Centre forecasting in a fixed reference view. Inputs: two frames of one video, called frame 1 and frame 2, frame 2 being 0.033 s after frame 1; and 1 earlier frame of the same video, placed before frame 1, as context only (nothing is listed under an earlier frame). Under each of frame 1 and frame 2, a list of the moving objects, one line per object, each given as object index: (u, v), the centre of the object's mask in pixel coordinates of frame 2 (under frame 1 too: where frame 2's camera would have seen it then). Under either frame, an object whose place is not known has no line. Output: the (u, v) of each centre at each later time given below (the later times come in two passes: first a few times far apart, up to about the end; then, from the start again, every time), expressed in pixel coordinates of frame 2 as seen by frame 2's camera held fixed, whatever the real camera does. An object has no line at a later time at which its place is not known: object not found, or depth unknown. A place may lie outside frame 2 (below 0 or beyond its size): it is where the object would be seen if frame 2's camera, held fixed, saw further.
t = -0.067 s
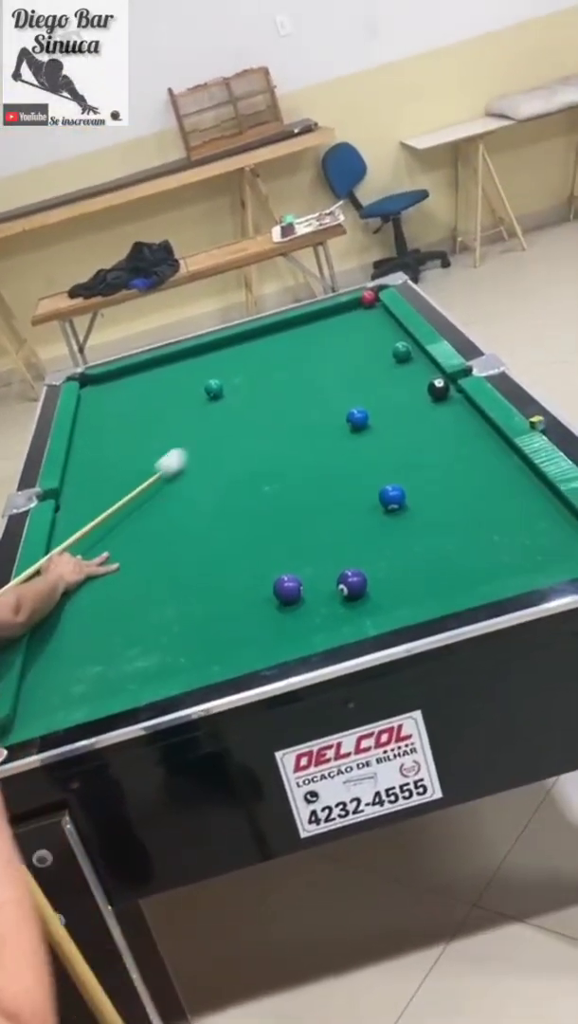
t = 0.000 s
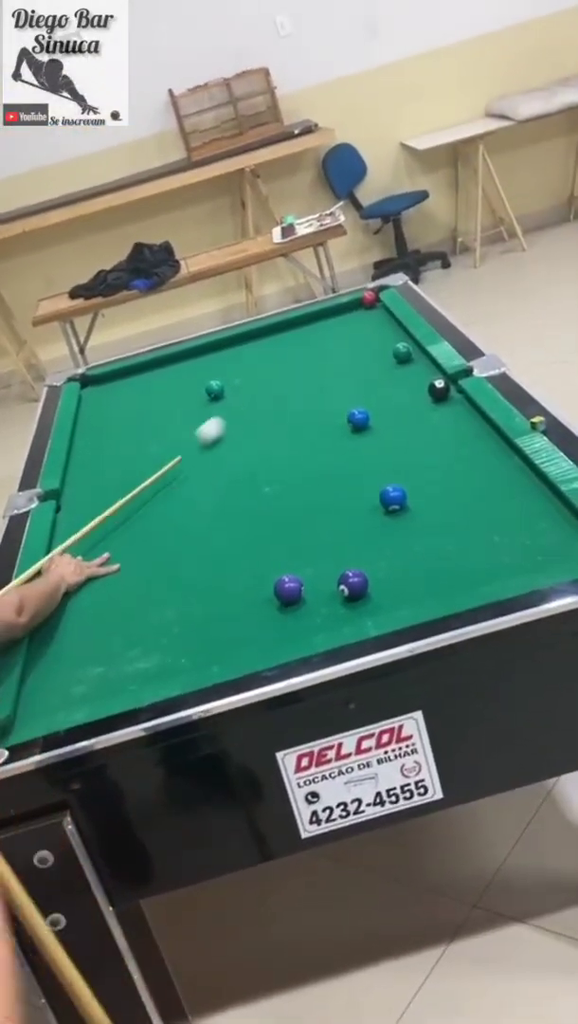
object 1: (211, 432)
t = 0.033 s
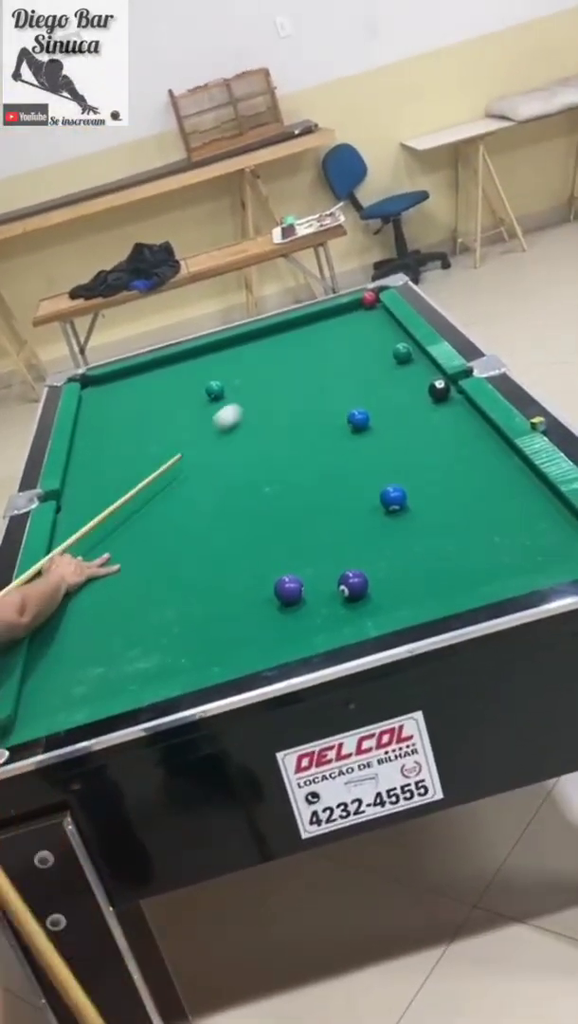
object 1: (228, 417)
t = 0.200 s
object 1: (295, 359)
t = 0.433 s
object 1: (354, 304)
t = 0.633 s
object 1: (364, 308)
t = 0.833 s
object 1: (371, 308)
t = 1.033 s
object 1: (364, 314)
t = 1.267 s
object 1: (356, 320)
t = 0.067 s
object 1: (243, 404)
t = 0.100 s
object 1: (258, 391)
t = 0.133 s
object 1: (272, 379)
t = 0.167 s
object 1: (284, 369)
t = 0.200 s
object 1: (295, 359)
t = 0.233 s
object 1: (306, 349)
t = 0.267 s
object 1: (317, 340)
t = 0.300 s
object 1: (327, 331)
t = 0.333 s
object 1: (337, 323)
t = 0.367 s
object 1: (347, 314)
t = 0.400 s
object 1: (355, 306)
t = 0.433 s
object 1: (354, 304)
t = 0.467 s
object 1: (354, 305)
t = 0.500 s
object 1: (355, 306)
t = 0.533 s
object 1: (357, 307)
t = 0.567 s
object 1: (359, 308)
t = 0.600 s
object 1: (361, 308)
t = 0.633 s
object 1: (364, 308)
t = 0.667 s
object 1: (367, 307)
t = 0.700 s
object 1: (370, 307)
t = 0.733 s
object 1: (373, 306)
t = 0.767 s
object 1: (374, 306)
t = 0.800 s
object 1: (372, 308)
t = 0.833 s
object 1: (371, 308)
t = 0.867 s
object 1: (370, 309)
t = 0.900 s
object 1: (369, 311)
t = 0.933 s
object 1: (367, 311)
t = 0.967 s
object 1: (367, 312)
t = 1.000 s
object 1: (365, 313)
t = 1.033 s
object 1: (364, 314)
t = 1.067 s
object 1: (363, 316)
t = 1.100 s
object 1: (361, 316)
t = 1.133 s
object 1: (360, 317)
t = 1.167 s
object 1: (359, 318)
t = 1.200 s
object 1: (358, 319)
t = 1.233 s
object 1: (357, 319)
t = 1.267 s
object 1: (356, 320)
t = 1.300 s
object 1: (355, 321)
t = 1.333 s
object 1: (354, 322)
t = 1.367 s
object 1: (353, 323)
